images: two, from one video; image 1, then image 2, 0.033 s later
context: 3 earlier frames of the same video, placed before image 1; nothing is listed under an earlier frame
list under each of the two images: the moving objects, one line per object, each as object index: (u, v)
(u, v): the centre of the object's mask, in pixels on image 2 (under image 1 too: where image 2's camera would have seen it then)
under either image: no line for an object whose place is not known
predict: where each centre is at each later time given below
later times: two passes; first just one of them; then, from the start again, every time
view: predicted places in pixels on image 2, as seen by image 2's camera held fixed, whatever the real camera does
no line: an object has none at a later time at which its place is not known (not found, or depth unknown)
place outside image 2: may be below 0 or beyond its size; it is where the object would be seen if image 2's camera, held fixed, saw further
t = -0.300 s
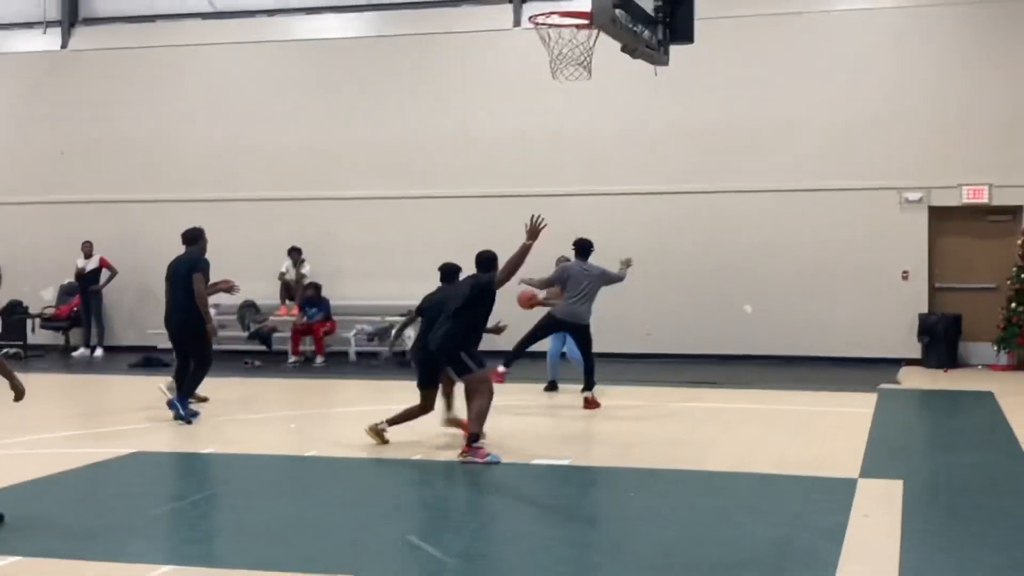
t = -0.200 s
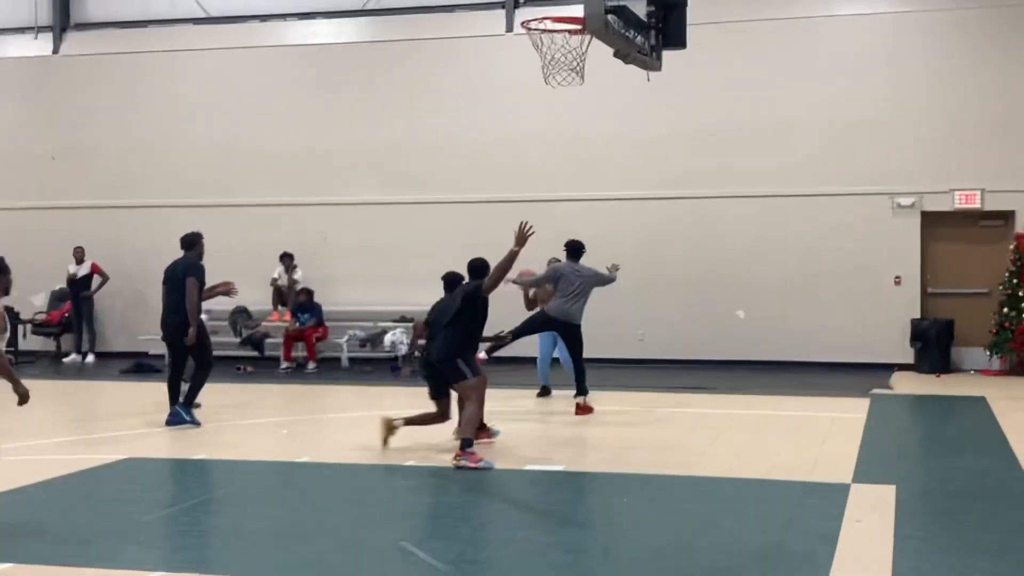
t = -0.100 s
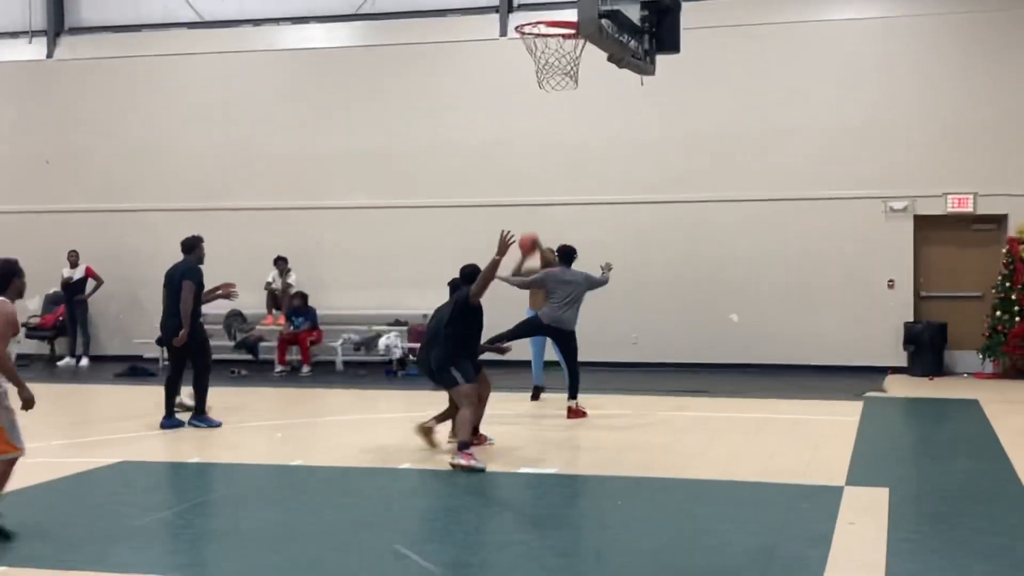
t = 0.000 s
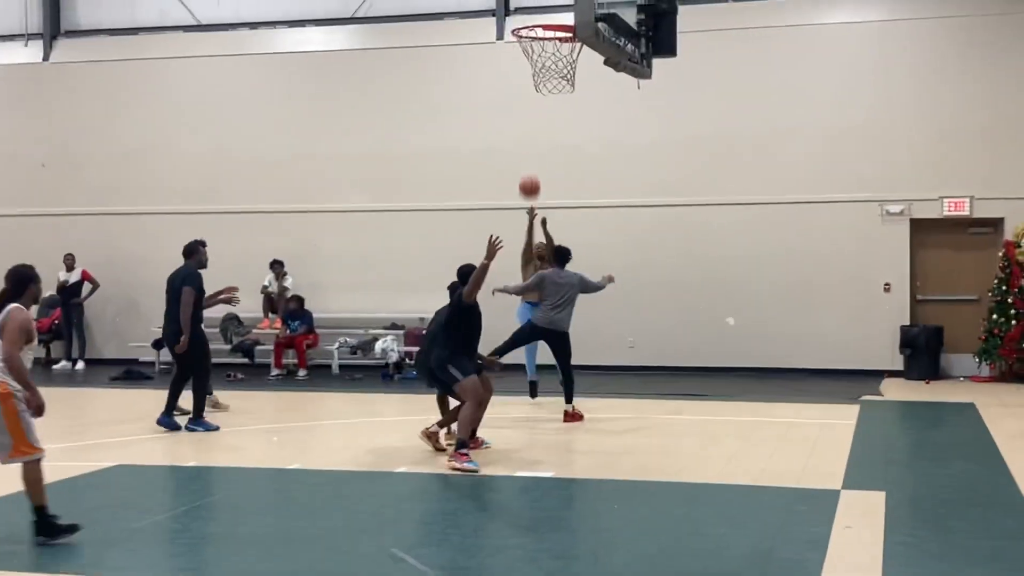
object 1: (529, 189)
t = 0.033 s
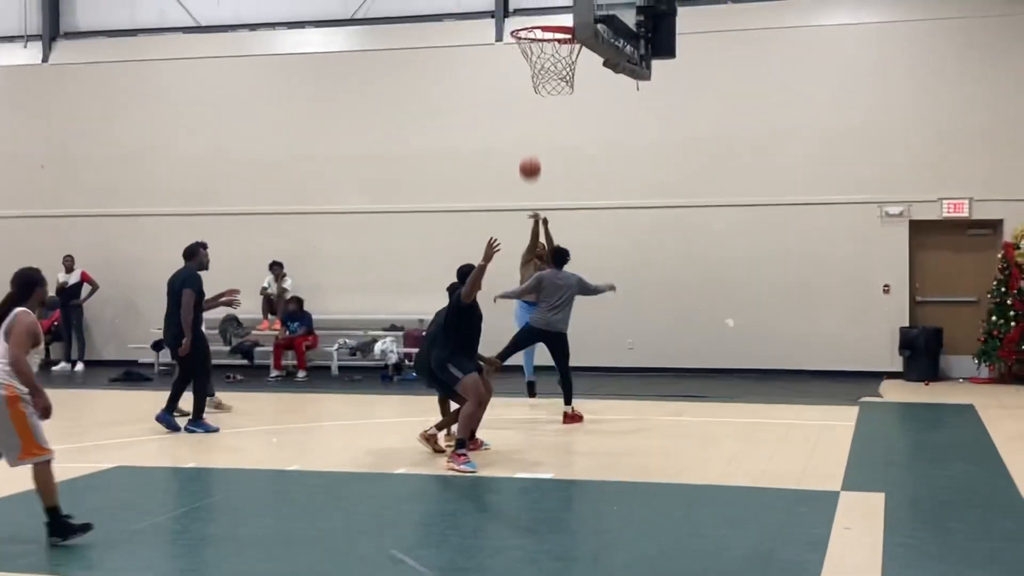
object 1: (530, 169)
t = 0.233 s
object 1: (539, 58)
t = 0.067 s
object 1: (531, 149)
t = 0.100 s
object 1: (533, 130)
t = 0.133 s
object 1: (534, 111)
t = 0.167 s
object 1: (535, 95)
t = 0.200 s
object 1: (537, 76)
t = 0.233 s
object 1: (539, 58)
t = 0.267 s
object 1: (541, 43)
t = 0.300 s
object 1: (543, 26)
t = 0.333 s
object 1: (545, 12)
